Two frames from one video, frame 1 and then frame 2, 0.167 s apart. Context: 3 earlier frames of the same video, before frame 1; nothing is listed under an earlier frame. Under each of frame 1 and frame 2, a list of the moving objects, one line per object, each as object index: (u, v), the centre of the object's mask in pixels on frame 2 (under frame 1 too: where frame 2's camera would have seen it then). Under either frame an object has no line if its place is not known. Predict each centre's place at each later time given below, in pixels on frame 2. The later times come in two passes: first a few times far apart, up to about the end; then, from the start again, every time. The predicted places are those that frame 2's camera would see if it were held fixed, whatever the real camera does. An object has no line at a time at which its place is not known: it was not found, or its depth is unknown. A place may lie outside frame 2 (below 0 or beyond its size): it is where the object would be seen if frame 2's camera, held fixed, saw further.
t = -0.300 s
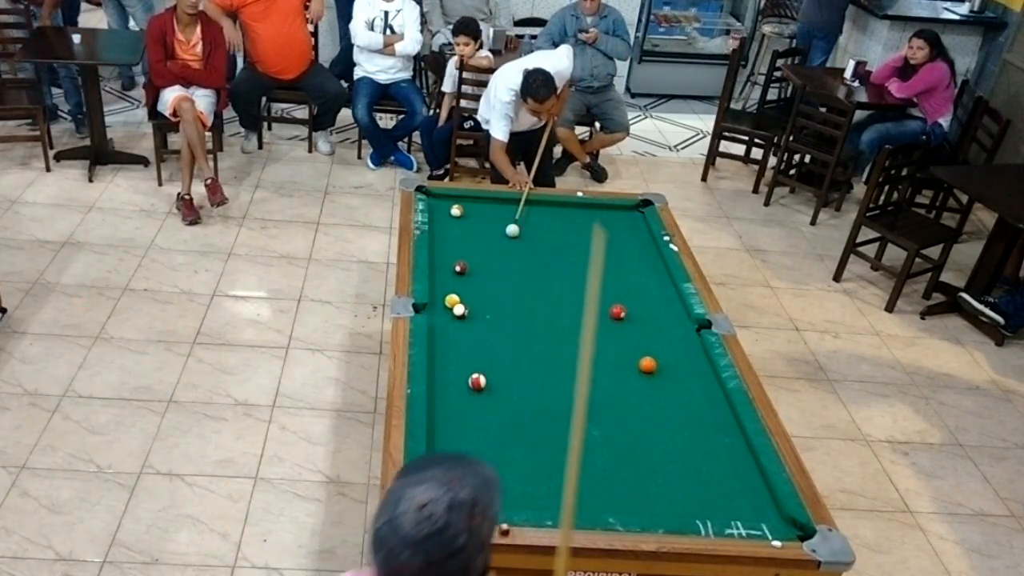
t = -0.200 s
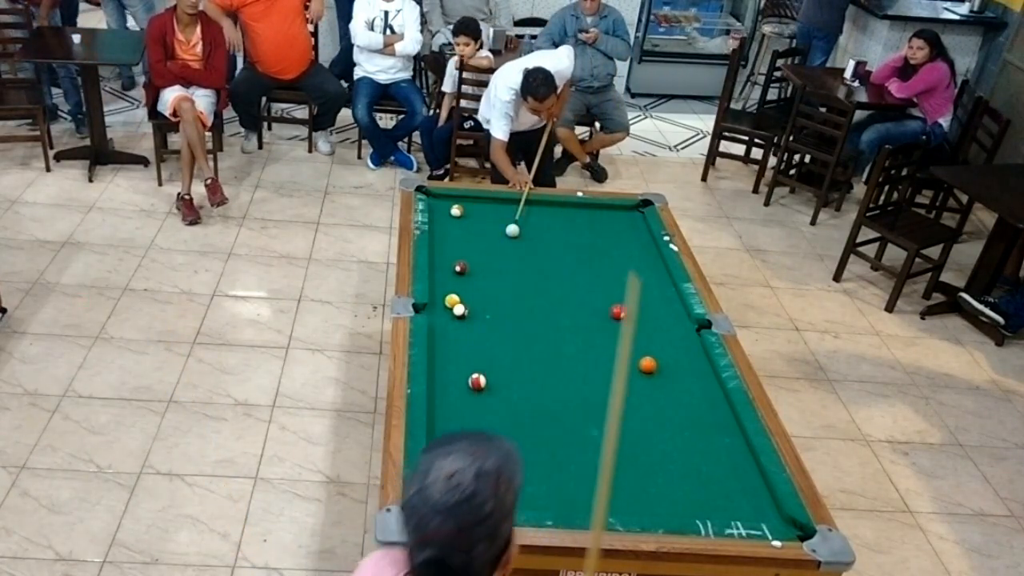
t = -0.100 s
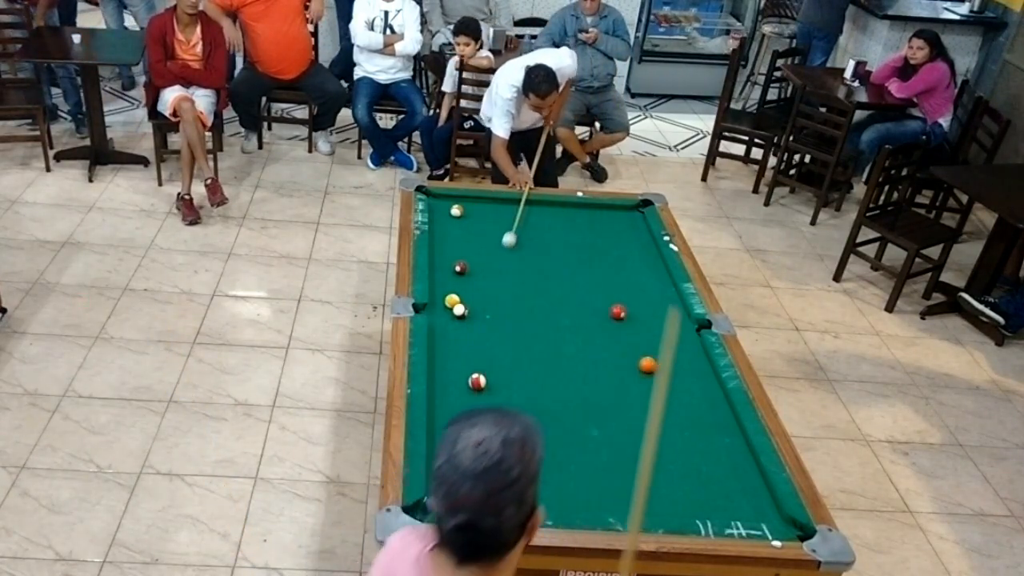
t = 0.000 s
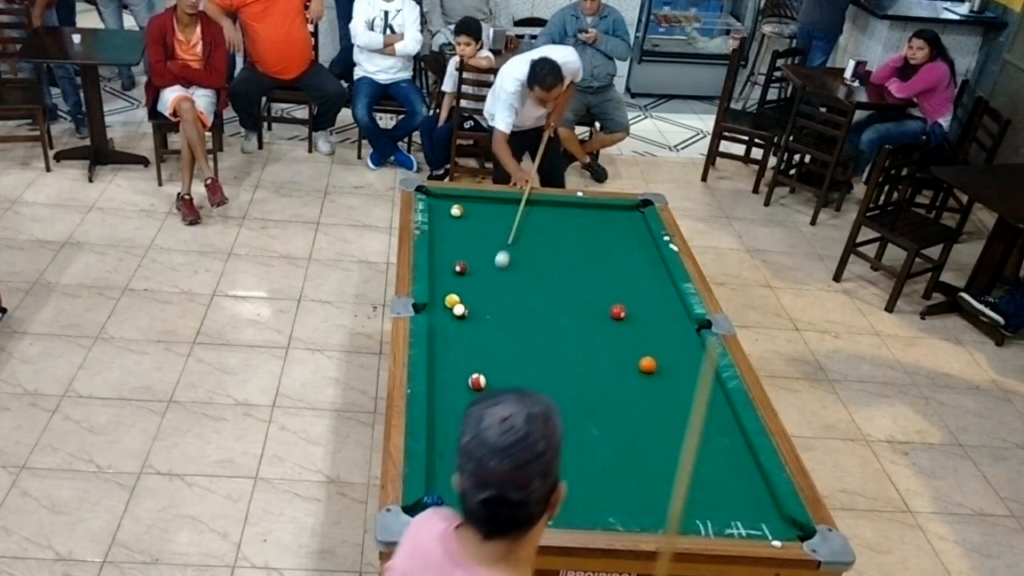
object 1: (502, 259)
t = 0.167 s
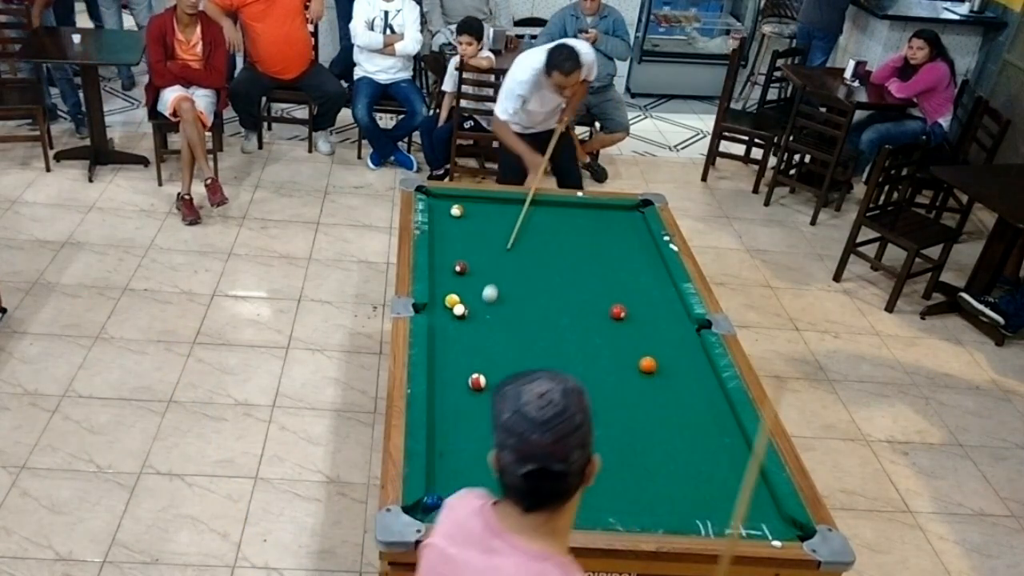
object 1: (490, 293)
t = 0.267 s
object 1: (482, 316)
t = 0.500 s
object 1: (460, 377)
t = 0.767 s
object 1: (441, 457)
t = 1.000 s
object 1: (468, 482)
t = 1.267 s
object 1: (500, 433)
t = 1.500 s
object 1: (524, 397)
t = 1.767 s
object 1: (548, 361)
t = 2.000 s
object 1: (565, 333)
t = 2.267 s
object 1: (583, 306)
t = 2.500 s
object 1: (597, 285)
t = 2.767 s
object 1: (610, 263)
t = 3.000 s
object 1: (620, 247)
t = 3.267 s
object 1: (630, 230)
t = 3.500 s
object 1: (638, 216)
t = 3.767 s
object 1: (629, 210)
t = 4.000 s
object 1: (627, 217)
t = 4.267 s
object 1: (623, 224)
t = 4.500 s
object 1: (619, 229)
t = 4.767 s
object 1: (616, 235)
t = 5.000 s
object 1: (612, 240)
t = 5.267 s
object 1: (608, 245)
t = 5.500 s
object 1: (606, 249)
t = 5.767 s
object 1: (603, 254)
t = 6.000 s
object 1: (600, 257)
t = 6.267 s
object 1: (598, 260)
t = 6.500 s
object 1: (595, 261)
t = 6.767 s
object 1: (593, 263)
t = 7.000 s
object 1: (591, 264)
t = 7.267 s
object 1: (590, 264)
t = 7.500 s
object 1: (590, 264)
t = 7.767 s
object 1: (590, 264)
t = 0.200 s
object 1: (487, 301)
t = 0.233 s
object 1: (484, 308)
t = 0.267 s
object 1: (482, 316)
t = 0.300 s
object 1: (479, 324)
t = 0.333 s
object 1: (476, 332)
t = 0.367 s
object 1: (473, 341)
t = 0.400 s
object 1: (470, 349)
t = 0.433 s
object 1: (467, 358)
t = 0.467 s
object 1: (463, 368)
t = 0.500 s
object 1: (460, 377)
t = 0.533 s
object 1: (456, 386)
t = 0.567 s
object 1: (452, 396)
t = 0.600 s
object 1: (447, 406)
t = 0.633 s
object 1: (443, 417)
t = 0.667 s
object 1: (438, 427)
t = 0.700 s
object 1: (436, 438)
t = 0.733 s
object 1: (438, 448)
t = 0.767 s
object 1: (441, 457)
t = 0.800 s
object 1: (444, 467)
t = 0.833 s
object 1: (447, 477)
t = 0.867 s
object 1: (450, 487)
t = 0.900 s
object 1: (453, 496)
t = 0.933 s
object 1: (458, 497)
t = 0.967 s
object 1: (463, 490)
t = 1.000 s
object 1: (468, 482)
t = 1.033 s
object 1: (472, 476)
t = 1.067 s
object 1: (477, 469)
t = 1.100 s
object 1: (481, 463)
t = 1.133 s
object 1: (485, 457)
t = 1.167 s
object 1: (489, 451)
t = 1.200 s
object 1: (492, 445)
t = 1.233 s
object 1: (496, 439)
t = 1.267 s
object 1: (500, 433)
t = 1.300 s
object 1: (504, 428)
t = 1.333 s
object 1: (507, 422)
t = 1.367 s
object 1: (511, 417)
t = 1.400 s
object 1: (514, 412)
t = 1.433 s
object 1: (518, 407)
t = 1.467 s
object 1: (521, 402)
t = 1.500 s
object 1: (524, 397)
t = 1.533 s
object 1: (527, 392)
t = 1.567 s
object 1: (530, 387)
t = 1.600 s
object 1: (533, 383)
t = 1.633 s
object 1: (536, 378)
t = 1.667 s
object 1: (539, 373)
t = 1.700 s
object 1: (542, 369)
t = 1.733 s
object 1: (545, 365)
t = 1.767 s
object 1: (548, 361)
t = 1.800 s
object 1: (550, 357)
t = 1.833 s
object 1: (553, 353)
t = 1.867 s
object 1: (555, 349)
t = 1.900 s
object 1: (558, 345)
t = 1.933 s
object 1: (561, 341)
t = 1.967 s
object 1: (563, 337)
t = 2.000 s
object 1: (565, 333)
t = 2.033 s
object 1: (568, 330)
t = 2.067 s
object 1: (570, 326)
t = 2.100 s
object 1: (572, 323)
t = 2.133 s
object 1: (574, 319)
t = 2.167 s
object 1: (577, 316)
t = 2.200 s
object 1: (579, 312)
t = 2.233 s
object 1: (581, 309)
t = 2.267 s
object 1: (583, 306)
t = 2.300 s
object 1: (585, 303)
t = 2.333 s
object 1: (587, 300)
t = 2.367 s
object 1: (589, 297)
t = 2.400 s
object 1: (591, 294)
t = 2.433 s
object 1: (593, 291)
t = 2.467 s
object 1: (595, 288)
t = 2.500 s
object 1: (597, 285)
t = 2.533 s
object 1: (598, 282)
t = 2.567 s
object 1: (600, 279)
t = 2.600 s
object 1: (602, 277)
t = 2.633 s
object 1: (603, 274)
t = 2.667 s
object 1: (605, 271)
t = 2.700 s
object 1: (607, 269)
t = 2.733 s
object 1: (608, 266)
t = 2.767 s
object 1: (610, 263)
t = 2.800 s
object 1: (611, 261)
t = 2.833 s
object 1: (613, 258)
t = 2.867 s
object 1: (614, 256)
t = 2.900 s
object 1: (616, 254)
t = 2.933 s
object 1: (617, 251)
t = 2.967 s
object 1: (619, 249)
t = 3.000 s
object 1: (620, 247)
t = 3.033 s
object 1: (622, 245)
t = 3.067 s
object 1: (623, 242)
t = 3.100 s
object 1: (624, 240)
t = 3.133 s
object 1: (625, 238)
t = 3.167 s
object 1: (627, 236)
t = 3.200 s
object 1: (628, 234)
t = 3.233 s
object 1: (629, 232)
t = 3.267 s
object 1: (630, 230)
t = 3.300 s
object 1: (632, 228)
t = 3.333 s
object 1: (633, 226)
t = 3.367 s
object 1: (634, 224)
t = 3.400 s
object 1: (635, 222)
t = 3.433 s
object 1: (636, 220)
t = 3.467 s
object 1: (637, 218)
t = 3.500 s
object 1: (638, 216)
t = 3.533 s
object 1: (638, 215)
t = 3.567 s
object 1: (636, 213)
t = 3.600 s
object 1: (635, 212)
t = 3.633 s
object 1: (633, 211)
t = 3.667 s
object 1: (632, 209)
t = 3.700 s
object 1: (631, 208)
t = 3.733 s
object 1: (630, 209)
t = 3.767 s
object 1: (629, 210)
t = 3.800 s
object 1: (629, 211)
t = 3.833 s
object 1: (629, 212)
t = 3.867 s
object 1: (628, 213)
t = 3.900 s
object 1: (628, 214)
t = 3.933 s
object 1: (628, 215)
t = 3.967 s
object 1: (627, 216)
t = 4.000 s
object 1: (627, 217)
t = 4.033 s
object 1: (626, 217)
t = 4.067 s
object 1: (626, 219)
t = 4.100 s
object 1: (625, 219)
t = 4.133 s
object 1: (625, 220)
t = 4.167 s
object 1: (624, 221)
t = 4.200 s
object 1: (624, 222)
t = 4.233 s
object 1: (623, 223)
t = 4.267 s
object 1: (623, 224)
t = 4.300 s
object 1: (622, 225)
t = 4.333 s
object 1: (622, 225)
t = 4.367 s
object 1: (621, 226)
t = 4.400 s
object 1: (621, 227)
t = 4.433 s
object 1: (620, 228)
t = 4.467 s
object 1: (620, 229)
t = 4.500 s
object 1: (619, 229)
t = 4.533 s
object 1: (619, 230)
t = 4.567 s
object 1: (618, 231)
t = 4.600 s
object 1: (618, 232)
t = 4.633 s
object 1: (617, 232)
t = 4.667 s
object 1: (617, 233)
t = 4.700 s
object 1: (616, 234)
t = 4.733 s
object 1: (616, 235)
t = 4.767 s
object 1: (616, 235)
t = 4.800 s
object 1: (615, 236)
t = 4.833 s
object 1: (615, 237)
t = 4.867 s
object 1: (614, 238)
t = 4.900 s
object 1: (614, 238)
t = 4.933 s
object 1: (613, 239)
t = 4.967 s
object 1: (612, 240)
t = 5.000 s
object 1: (612, 240)
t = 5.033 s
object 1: (612, 241)
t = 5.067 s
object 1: (611, 242)
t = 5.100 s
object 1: (611, 242)
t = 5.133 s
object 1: (610, 243)
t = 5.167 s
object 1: (610, 244)
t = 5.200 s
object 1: (609, 244)
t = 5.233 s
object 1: (609, 245)
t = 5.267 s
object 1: (608, 245)
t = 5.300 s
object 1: (608, 246)
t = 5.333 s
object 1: (608, 246)
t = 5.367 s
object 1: (607, 247)
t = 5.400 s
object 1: (607, 248)
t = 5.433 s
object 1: (606, 248)
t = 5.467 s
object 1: (606, 249)
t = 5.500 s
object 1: (606, 249)
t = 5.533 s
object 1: (605, 250)
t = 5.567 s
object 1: (605, 251)
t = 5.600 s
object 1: (605, 251)
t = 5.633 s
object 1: (604, 252)
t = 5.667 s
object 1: (604, 252)
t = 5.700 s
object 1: (603, 253)
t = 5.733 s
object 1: (603, 253)
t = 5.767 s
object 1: (603, 254)
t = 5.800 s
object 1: (602, 254)
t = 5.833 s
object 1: (602, 254)
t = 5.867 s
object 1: (602, 255)
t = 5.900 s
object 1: (601, 255)
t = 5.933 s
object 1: (601, 256)
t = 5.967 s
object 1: (600, 256)
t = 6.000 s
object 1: (600, 257)
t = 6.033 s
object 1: (600, 257)
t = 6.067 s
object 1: (600, 257)
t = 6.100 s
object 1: (599, 258)
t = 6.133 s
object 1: (599, 258)
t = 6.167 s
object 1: (598, 259)
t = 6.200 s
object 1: (598, 259)
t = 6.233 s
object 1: (598, 259)
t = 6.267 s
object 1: (598, 260)
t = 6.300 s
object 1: (597, 260)
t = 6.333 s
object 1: (597, 260)
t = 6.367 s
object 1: (596, 260)
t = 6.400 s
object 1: (596, 261)
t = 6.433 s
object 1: (596, 261)
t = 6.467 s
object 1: (596, 261)
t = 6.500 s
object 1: (595, 261)
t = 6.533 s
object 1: (595, 262)
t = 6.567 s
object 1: (595, 262)
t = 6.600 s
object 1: (595, 262)
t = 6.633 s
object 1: (594, 262)
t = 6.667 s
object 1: (594, 262)
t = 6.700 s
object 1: (594, 263)
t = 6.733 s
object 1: (593, 263)
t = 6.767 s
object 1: (593, 263)
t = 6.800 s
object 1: (593, 263)
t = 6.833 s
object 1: (592, 263)
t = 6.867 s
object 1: (592, 263)
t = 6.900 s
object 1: (592, 263)
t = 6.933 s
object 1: (592, 264)
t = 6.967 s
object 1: (591, 264)
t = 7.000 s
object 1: (591, 264)
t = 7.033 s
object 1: (591, 264)
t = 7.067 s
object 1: (591, 264)
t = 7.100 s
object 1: (590, 264)
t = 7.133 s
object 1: (590, 264)
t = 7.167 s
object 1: (590, 264)
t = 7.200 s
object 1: (590, 264)
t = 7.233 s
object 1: (590, 264)
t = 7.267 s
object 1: (590, 264)
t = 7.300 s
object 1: (590, 264)
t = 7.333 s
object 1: (590, 264)
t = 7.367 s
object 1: (590, 264)
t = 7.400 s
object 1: (590, 264)
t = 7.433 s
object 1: (590, 264)
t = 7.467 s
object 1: (590, 264)
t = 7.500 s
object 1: (590, 264)
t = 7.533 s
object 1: (590, 264)
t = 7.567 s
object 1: (590, 264)
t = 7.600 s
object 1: (590, 264)
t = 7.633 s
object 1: (590, 264)
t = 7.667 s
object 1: (590, 264)
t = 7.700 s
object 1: (590, 264)
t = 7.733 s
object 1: (590, 264)
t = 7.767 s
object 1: (590, 264)
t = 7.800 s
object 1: (590, 264)
